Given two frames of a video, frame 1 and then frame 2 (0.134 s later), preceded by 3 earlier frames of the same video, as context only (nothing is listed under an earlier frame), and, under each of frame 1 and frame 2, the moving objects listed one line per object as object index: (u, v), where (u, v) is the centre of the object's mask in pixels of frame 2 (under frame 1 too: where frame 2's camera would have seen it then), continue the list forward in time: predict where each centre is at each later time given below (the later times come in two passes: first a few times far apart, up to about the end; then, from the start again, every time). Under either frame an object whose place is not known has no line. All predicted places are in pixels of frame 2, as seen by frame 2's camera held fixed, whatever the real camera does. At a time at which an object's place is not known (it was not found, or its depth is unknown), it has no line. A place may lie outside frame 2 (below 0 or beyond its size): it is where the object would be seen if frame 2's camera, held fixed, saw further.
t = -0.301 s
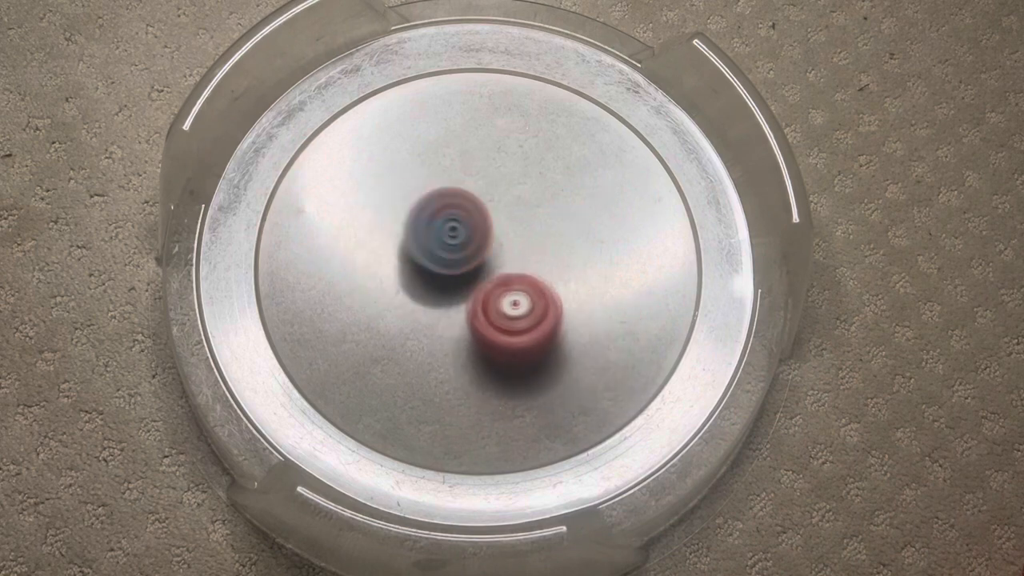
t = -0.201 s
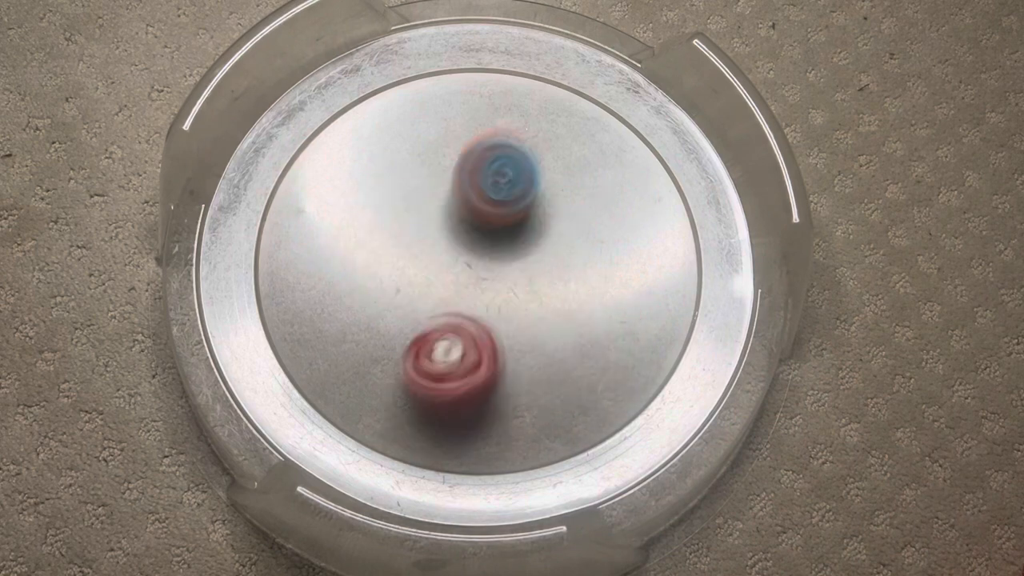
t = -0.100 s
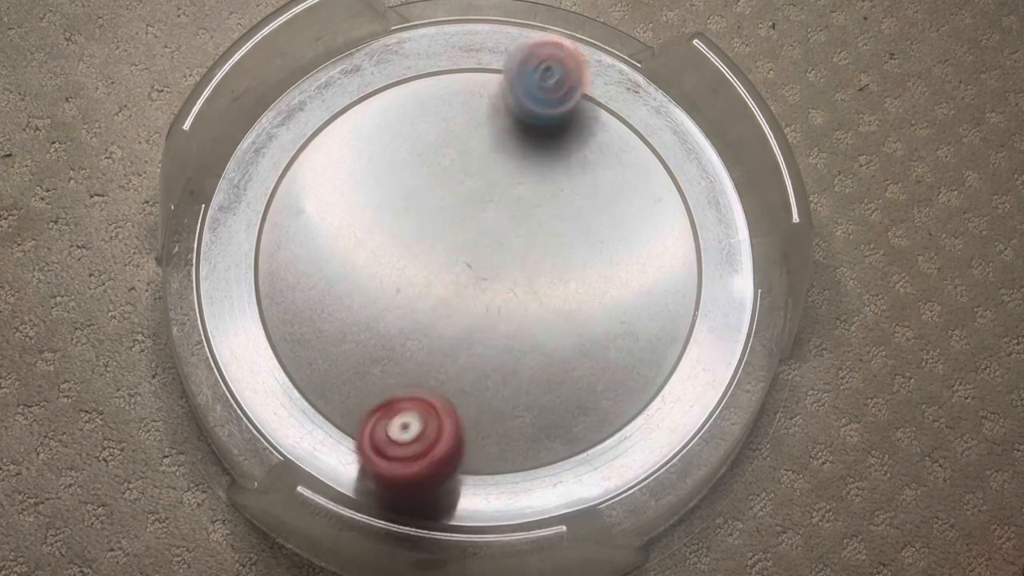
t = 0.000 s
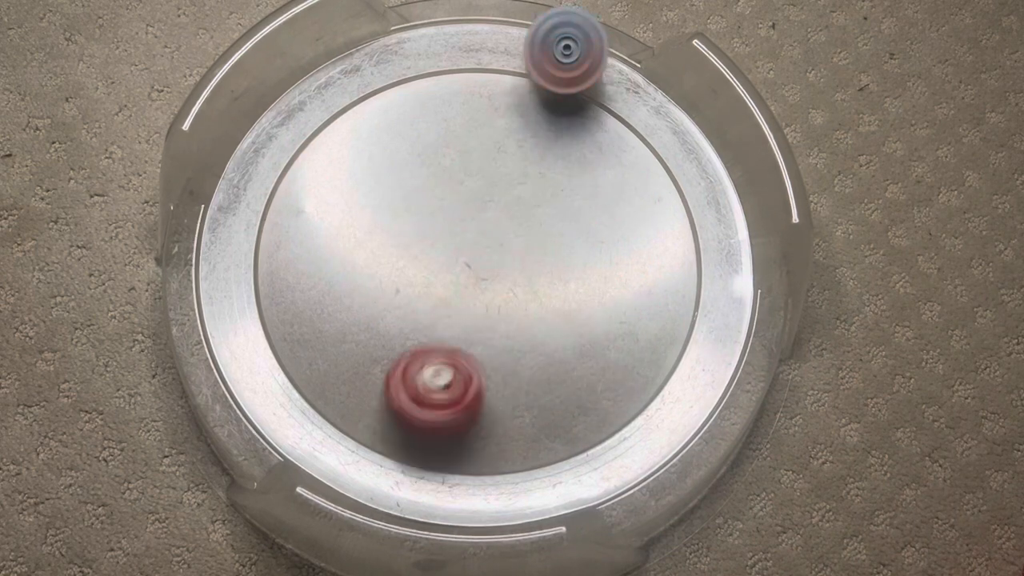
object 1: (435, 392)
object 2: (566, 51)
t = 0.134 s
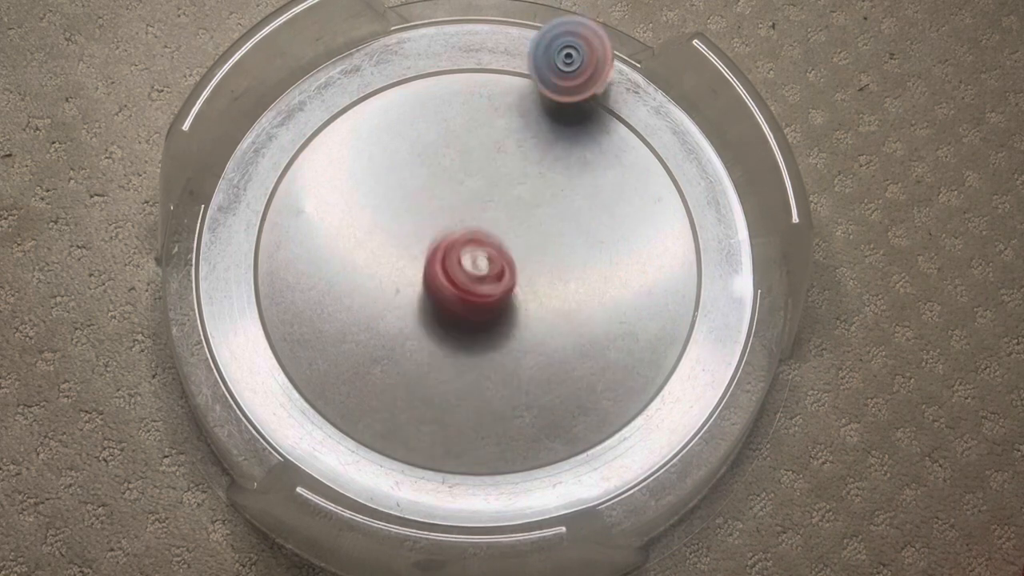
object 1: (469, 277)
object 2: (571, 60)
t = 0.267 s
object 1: (463, 173)
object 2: (573, 82)
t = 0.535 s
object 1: (395, 87)
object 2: (520, 207)
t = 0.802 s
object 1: (415, 166)
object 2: (435, 381)
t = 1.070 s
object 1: (539, 281)
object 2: (419, 413)
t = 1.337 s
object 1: (640, 316)
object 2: (447, 321)
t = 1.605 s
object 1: (574, 288)
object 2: (406, 139)
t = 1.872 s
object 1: (407, 255)
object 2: (421, 129)
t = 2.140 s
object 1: (308, 250)
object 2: (553, 239)
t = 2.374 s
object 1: (369, 260)
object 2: (629, 238)
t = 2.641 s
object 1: (525, 226)
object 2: (554, 128)
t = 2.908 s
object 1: (581, 401)
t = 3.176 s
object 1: (518, 366)
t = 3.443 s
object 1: (396, 270)
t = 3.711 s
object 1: (350, 182)
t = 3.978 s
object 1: (434, 174)
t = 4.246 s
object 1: (562, 241)
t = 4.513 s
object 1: (610, 316)
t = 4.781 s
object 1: (517, 329)
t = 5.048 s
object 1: (391, 251)
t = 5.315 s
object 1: (367, 170)
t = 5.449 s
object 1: (402, 163)
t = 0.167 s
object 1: (472, 248)
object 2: (571, 64)
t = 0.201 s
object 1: (471, 222)
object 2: (572, 69)
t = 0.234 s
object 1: (468, 196)
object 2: (573, 75)
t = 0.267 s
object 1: (463, 173)
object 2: (573, 82)
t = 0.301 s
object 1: (456, 149)
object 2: (570, 94)
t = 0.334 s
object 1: (447, 133)
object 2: (564, 108)
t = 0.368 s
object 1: (438, 115)
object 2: (558, 122)
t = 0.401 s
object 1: (427, 99)
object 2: (551, 137)
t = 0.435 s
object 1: (417, 89)
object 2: (544, 156)
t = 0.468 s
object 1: (407, 80)
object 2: (537, 170)
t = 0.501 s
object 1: (400, 81)
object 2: (529, 188)
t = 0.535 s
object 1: (395, 87)
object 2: (520, 207)
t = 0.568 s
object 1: (392, 95)
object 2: (510, 229)
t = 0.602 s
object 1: (391, 100)
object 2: (500, 251)
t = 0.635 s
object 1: (390, 111)
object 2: (489, 273)
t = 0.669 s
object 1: (391, 117)
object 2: (478, 296)
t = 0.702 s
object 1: (394, 126)
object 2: (466, 316)
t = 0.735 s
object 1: (398, 139)
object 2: (455, 342)
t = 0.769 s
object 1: (406, 152)
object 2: (444, 365)
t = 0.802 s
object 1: (415, 166)
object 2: (435, 381)
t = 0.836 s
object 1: (426, 184)
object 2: (428, 396)
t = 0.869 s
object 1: (438, 196)
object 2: (422, 408)
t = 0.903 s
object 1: (454, 214)
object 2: (417, 415)
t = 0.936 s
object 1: (469, 228)
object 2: (414, 421)
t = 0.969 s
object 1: (485, 246)
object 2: (412, 421)
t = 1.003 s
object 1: (502, 257)
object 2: (413, 420)
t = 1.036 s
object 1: (522, 272)
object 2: (415, 418)
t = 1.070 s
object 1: (539, 281)
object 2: (419, 413)
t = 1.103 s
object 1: (558, 291)
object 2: (422, 404)
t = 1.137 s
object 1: (575, 301)
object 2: (428, 396)
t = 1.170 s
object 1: (592, 307)
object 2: (431, 387)
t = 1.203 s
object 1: (605, 312)
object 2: (436, 375)
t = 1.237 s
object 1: (619, 315)
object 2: (439, 362)
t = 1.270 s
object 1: (628, 317)
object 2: (443, 350)
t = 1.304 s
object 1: (635, 317)
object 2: (447, 335)
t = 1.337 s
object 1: (640, 316)
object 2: (447, 321)
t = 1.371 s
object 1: (642, 317)
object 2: (447, 300)
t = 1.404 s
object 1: (641, 313)
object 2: (444, 278)
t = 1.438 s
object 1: (637, 307)
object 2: (441, 258)
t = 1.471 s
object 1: (629, 306)
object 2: (436, 234)
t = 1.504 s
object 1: (619, 298)
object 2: (429, 210)
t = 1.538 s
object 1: (606, 297)
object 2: (423, 186)
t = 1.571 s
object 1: (590, 292)
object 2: (414, 161)
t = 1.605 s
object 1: (574, 288)
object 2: (406, 139)
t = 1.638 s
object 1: (554, 282)
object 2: (398, 115)
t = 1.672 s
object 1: (534, 276)
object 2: (392, 101)
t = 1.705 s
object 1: (512, 274)
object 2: (388, 90)
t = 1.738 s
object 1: (492, 266)
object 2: (388, 86)
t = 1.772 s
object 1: (471, 263)
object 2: (392, 93)
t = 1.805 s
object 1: (448, 259)
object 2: (400, 104)
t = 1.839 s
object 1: (428, 259)
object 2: (409, 117)
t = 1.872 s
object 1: (407, 255)
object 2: (421, 129)
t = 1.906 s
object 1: (387, 252)
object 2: (433, 145)
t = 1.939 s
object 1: (369, 253)
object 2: (448, 160)
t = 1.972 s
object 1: (352, 249)
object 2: (463, 174)
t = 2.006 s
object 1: (338, 248)
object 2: (481, 188)
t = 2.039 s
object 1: (326, 251)
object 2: (498, 202)
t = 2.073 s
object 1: (318, 249)
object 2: (517, 216)
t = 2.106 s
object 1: (311, 250)
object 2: (535, 227)
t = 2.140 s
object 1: (308, 250)
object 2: (553, 239)
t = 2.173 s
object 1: (309, 252)
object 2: (571, 247)
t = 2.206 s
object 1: (312, 255)
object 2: (587, 252)
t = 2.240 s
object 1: (317, 257)
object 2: (601, 256)
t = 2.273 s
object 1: (328, 259)
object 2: (614, 257)
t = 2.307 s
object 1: (339, 260)
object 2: (624, 254)
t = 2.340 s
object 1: (353, 259)
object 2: (629, 248)
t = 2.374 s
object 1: (369, 260)
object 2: (629, 238)
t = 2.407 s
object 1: (388, 259)
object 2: (625, 225)
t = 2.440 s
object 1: (406, 256)
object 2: (618, 210)
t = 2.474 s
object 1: (427, 252)
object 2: (608, 192)
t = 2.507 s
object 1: (447, 250)
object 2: (598, 173)
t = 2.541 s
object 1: (467, 246)
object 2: (586, 156)
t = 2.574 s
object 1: (488, 239)
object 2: (574, 142)
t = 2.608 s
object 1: (507, 233)
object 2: (563, 132)
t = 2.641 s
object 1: (525, 226)
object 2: (554, 128)
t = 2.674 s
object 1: (543, 218)
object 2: (547, 128)
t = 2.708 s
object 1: (556, 223)
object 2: (546, 119)
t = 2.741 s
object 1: (562, 264)
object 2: (547, 63)
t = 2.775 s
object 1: (566, 300)
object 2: (547, 28)
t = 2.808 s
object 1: (571, 330)
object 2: (547, 10)
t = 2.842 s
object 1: (574, 358)
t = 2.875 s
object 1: (577, 381)
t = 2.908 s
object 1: (581, 401)
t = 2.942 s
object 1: (582, 414)
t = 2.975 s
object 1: (581, 418)
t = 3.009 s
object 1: (575, 416)
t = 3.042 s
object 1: (567, 409)
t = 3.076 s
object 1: (556, 398)
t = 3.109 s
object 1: (544, 387)
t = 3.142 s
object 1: (531, 377)
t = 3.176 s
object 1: (518, 366)
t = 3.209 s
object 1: (503, 351)
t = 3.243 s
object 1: (488, 338)
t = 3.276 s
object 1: (473, 326)
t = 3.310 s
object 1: (457, 315)
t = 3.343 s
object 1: (442, 303)
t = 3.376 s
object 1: (426, 293)
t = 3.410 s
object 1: (410, 281)
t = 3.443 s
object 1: (396, 270)
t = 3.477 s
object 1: (383, 258)
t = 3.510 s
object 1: (372, 246)
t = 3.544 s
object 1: (363, 233)
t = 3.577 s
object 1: (356, 221)
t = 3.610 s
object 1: (350, 209)
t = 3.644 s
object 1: (348, 199)
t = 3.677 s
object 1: (348, 189)
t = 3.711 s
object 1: (350, 182)
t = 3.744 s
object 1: (354, 176)
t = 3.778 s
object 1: (361, 169)
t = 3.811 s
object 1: (369, 167)
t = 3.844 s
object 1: (379, 164)
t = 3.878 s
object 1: (391, 165)
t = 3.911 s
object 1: (404, 167)
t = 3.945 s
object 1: (419, 170)
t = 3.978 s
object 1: (434, 174)
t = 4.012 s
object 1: (450, 180)
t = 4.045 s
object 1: (467, 187)
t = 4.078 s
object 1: (484, 194)
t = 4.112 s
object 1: (501, 202)
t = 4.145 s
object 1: (518, 211)
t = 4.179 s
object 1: (534, 220)
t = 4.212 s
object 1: (549, 232)
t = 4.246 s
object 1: (562, 241)
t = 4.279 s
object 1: (576, 253)
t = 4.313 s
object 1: (587, 264)
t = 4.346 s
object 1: (596, 272)
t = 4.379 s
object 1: (604, 284)
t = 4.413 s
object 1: (610, 293)
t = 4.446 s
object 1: (612, 300)
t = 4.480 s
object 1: (613, 309)
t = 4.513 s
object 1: (610, 316)
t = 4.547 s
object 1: (605, 322)
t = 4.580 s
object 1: (598, 327)
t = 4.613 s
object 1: (587, 330)
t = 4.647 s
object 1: (576, 334)
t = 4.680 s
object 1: (563, 335)
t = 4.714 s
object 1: (549, 336)
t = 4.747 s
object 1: (532, 333)
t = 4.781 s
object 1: (517, 329)
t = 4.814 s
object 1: (501, 324)
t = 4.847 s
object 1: (483, 317)
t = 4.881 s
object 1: (465, 308)
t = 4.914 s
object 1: (449, 298)
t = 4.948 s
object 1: (433, 287)
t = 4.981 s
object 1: (418, 275)
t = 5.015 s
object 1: (404, 266)
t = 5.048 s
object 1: (391, 251)
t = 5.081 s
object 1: (381, 240)
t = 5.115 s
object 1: (373, 228)
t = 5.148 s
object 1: (367, 216)
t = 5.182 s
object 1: (362, 206)
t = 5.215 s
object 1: (361, 193)
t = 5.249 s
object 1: (361, 184)
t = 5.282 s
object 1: (363, 175)
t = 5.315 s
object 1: (367, 170)
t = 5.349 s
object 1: (373, 165)
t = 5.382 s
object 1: (381, 164)
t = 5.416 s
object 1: (391, 162)
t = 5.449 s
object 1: (402, 163)
